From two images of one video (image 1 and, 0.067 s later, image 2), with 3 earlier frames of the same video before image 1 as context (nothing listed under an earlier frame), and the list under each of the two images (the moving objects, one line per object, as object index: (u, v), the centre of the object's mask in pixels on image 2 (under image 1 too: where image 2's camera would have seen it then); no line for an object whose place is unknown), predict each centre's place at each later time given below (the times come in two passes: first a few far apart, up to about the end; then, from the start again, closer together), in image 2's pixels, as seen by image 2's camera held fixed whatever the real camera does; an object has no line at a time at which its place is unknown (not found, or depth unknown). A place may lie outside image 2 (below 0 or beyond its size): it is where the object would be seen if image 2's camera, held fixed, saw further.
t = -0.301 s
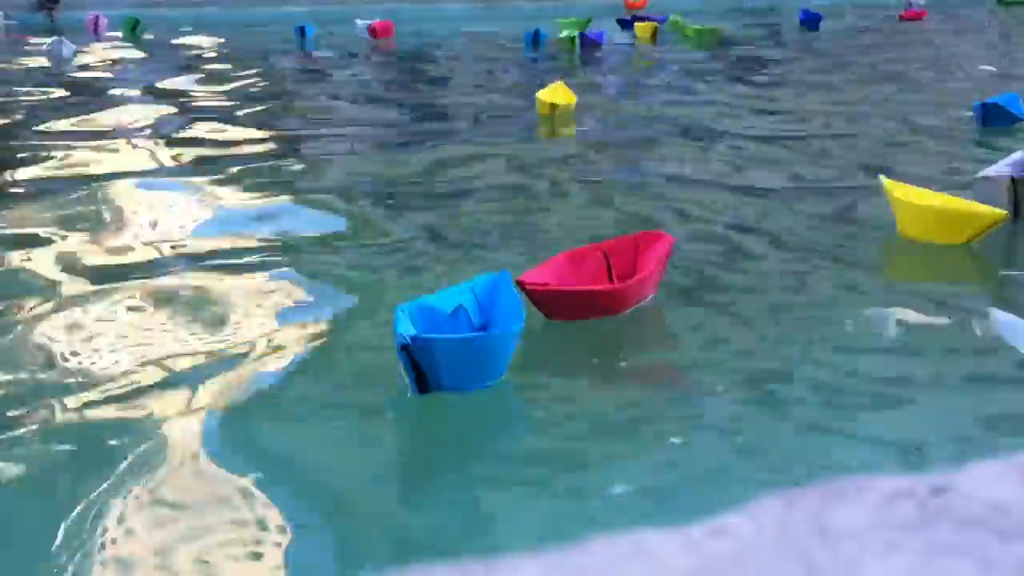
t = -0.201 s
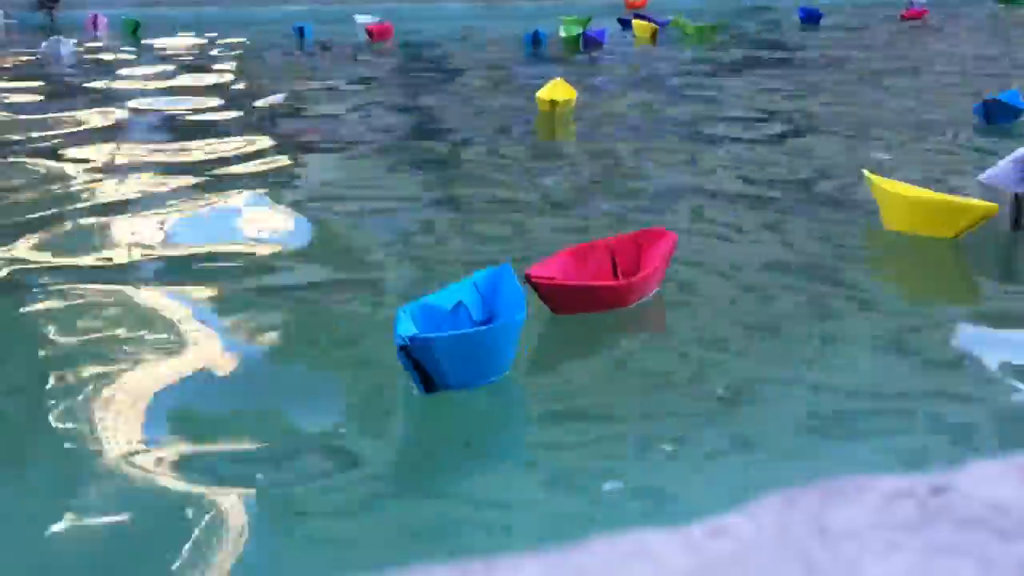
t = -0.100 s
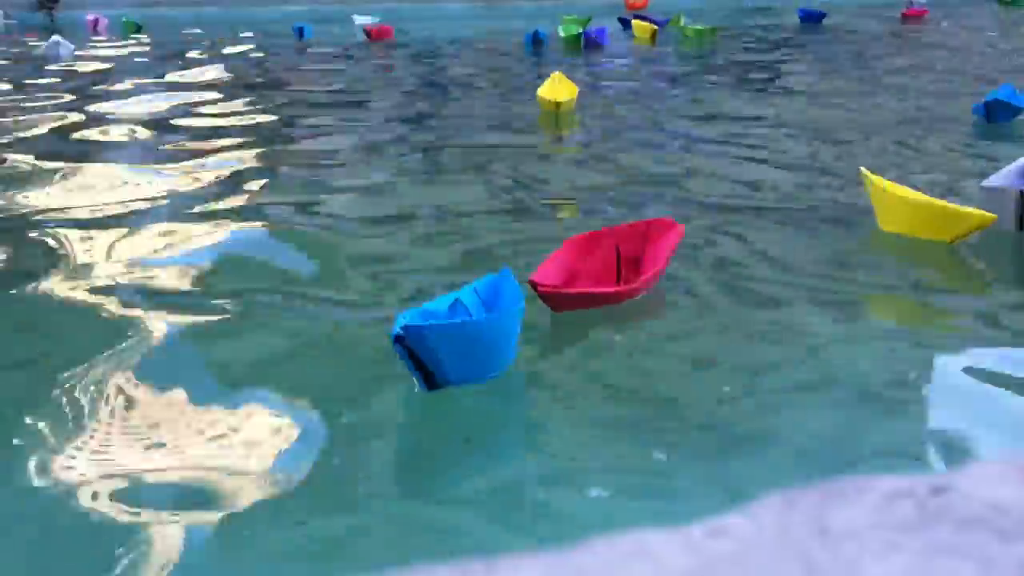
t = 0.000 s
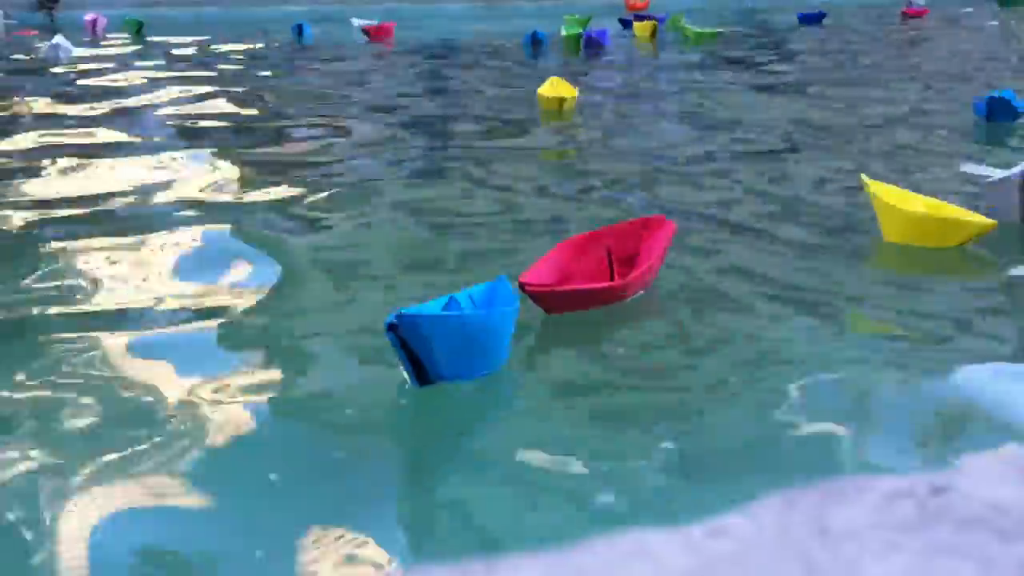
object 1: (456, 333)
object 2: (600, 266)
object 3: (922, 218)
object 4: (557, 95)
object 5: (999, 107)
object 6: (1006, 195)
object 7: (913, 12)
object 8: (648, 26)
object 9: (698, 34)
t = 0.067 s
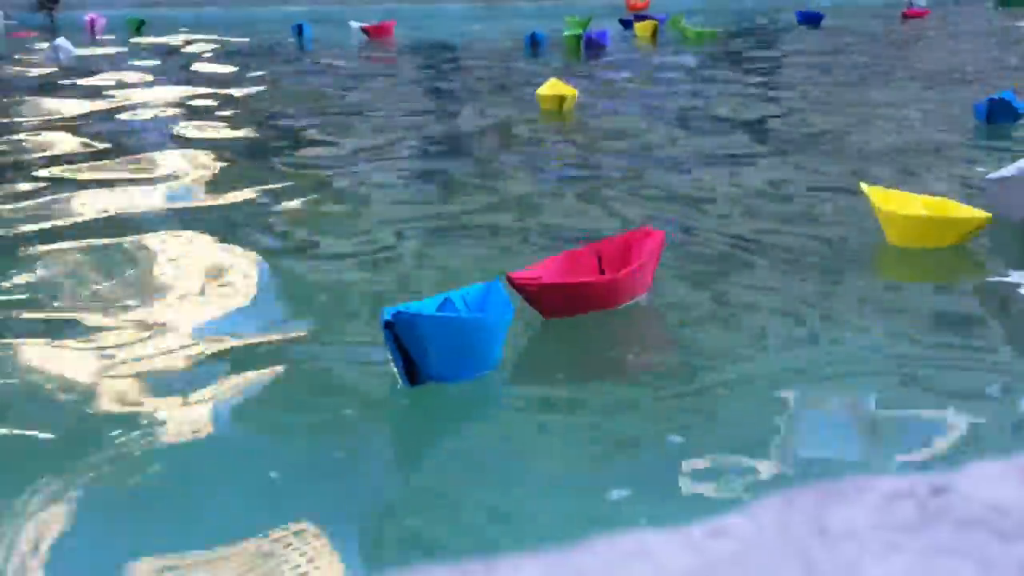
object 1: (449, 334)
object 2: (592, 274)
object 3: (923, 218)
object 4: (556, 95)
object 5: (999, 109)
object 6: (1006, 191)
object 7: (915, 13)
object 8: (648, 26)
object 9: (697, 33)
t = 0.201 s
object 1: (443, 334)
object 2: (586, 279)
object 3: (916, 211)
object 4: (554, 94)
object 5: (997, 105)
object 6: (1008, 186)
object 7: (915, 13)
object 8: (649, 27)
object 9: (698, 31)
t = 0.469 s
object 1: (452, 334)
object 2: (598, 267)
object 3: (932, 211)
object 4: (561, 97)
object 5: (998, 111)
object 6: (1013, 197)
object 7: (917, 15)
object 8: (651, 27)
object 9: (698, 34)
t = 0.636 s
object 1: (460, 339)
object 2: (606, 278)
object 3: (933, 210)
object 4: (557, 96)
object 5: (1000, 107)
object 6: (1011, 187)
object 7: (918, 13)
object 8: (651, 27)
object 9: (698, 34)
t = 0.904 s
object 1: (468, 332)
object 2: (602, 264)
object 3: (926, 209)
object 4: (557, 95)
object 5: (1000, 108)
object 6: (1003, 193)
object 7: (912, 15)
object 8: (653, 27)
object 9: (705, 34)
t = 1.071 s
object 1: (465, 329)
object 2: (598, 277)
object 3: (926, 209)
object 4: (556, 93)
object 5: (1000, 108)
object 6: (1006, 190)
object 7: (912, 15)
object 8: (651, 28)
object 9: (703, 36)
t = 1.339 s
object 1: (470, 336)
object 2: (615, 264)
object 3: (934, 211)
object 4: (557, 95)
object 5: (999, 104)
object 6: (1010, 189)
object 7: (912, 15)
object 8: (645, 28)
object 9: (706, 37)
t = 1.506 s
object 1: (475, 324)
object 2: (604, 273)
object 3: (934, 211)
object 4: (559, 95)
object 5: (997, 111)
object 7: (915, 15)
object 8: (642, 31)
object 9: (703, 38)
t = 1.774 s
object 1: (467, 329)
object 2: (612, 269)
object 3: (947, 217)
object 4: (558, 95)
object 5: (1000, 107)
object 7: (913, 16)
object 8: (639, 30)
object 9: (698, 35)
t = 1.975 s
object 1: (476, 325)
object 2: (612, 279)
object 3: (956, 208)
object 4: (558, 95)
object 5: (1000, 107)
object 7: (910, 18)
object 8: (636, 32)
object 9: (695, 37)
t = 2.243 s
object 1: (466, 315)
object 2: (590, 265)
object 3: (932, 213)
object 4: (559, 97)
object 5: (1002, 109)
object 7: (909, 14)
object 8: (635, 31)
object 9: (694, 31)
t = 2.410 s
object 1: (460, 321)
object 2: (590, 282)
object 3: (930, 209)
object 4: (558, 93)
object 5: (1000, 107)
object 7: (914, 15)
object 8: (636, 29)
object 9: (693, 35)
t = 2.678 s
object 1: (464, 320)
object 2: (590, 273)
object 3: (929, 210)
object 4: (553, 95)
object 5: (996, 111)
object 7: (910, 13)
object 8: (638, 28)
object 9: (692, 29)
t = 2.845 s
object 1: (457, 310)
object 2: (596, 265)
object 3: (928, 210)
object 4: (549, 97)
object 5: (995, 108)
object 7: (915, 13)
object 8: (635, 32)
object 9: (692, 31)
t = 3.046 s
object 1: (456, 321)
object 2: (585, 283)
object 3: (923, 201)
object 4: (549, 95)
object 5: (990, 106)
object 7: (911, 13)
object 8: (637, 29)
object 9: (693, 32)
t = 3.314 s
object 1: (458, 322)
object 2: (592, 267)
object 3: (919, 215)
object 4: (554, 93)
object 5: (986, 111)
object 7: (912, 15)
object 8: (641, 27)
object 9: (691, 30)
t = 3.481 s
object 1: (467, 317)
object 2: (596, 273)
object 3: (920, 199)
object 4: (557, 96)
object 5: (986, 108)
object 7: (908, 16)
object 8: (644, 28)
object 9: (690, 30)
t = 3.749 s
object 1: (457, 330)
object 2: (586, 278)
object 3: (906, 209)
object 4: (563, 95)
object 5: (987, 110)
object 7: (908, 14)
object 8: (645, 27)
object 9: (689, 34)
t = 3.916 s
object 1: (464, 320)
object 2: (592, 274)
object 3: (910, 208)
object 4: (556, 93)
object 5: (986, 111)
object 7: (909, 15)
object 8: (643, 29)
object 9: (686, 32)
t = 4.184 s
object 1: (468, 339)
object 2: (598, 279)
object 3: (908, 215)
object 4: (550, 97)
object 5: (990, 110)
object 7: (909, 17)
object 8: (644, 28)
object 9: (687, 34)
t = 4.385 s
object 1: (461, 327)
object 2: (583, 282)
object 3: (922, 205)
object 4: (550, 94)
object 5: (993, 108)
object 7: (905, 14)
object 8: (644, 29)
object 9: (687, 33)
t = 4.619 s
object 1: (459, 336)
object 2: (590, 273)
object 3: (912, 220)
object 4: (551, 92)
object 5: (992, 111)
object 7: (905, 16)
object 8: (645, 29)
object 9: (687, 29)
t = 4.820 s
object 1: (457, 334)
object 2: (579, 288)
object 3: (917, 220)
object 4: (557, 95)
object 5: (995, 111)
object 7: (904, 16)
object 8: (645, 29)
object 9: (685, 30)
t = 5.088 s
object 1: (454, 339)
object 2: (577, 279)
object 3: (923, 219)
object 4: (561, 101)
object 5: (1000, 108)
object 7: (906, 15)
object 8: (646, 28)
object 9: (684, 29)
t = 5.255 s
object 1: (464, 335)
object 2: (586, 280)
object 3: (911, 229)
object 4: (562, 95)
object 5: (1000, 109)
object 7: (906, 14)
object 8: (647, 28)
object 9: (683, 29)
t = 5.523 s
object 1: (448, 342)
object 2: (587, 286)
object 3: (919, 226)
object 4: (555, 93)
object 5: (1000, 108)
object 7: (909, 12)
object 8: (647, 27)
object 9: (682, 31)
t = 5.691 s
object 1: (450, 339)
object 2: (580, 277)
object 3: (915, 229)
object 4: (556, 95)
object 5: (999, 110)
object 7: (906, 15)
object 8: (646, 30)
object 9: (686, 37)
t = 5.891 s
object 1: (440, 345)
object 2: (582, 290)
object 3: (888, 234)
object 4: (558, 96)
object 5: (999, 111)
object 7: (910, 13)
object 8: (644, 32)
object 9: (689, 33)
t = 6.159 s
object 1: (432, 333)
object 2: (578, 282)
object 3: (876, 228)
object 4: (552, 95)
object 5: (996, 108)
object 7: (911, 14)
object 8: (643, 32)
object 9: (691, 36)
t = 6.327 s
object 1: (429, 344)
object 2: (569, 280)
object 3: (866, 231)
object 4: (550, 99)
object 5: (994, 110)
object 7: (910, 13)
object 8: (640, 31)
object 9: (692, 36)
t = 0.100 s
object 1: (446, 333)
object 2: (589, 278)
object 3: (922, 217)
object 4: (556, 96)
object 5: (999, 109)
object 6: (1007, 190)
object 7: (915, 13)
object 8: (649, 27)
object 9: (693, 32)
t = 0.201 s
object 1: (443, 334)
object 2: (586, 279)
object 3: (916, 211)
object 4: (554, 94)
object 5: (997, 105)
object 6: (1008, 186)
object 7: (915, 13)
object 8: (649, 27)
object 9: (698, 31)
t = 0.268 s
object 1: (446, 335)
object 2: (587, 273)
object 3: (916, 209)
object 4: (555, 94)
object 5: (998, 105)
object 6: (1009, 182)
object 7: (915, 14)
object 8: (650, 27)
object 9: (698, 31)
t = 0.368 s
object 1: (449, 337)
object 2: (589, 265)
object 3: (922, 209)
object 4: (560, 96)
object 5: (997, 108)
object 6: (1012, 189)
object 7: (916, 15)
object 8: (651, 28)
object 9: (697, 32)
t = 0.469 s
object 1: (452, 334)
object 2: (598, 267)
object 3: (932, 211)
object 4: (561, 97)
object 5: (998, 111)
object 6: (1013, 197)
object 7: (917, 15)
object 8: (651, 27)
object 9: (698, 34)
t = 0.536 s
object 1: (455, 336)
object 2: (601, 274)
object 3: (934, 211)
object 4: (560, 96)
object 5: (999, 110)
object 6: (1013, 196)
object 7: (918, 15)
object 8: (651, 27)
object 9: (695, 33)
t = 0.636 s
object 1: (460, 339)
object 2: (606, 278)
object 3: (933, 210)
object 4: (557, 96)
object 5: (1000, 107)
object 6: (1011, 187)
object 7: (918, 13)
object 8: (651, 27)
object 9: (698, 34)
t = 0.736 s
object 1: (465, 336)
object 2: (606, 270)
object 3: (929, 208)
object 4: (556, 96)
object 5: (1000, 105)
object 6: (1008, 180)
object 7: (915, 13)
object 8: (653, 29)
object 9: (697, 34)
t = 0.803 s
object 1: (468, 334)
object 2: (605, 264)
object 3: (927, 208)
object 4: (556, 96)
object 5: (999, 105)
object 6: (1006, 185)
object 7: (913, 13)
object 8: (653, 29)
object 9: (703, 35)
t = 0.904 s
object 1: (468, 332)
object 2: (602, 264)
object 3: (926, 209)
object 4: (557, 95)
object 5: (1000, 108)
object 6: (1003, 193)
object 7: (912, 15)
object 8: (653, 27)
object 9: (705, 34)
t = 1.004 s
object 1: (465, 330)
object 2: (597, 274)
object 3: (926, 208)
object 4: (557, 93)
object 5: (1000, 110)
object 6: (1004, 195)
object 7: (912, 15)
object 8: (652, 27)
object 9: (704, 34)
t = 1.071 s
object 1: (465, 329)
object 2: (598, 277)
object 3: (926, 209)
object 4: (556, 93)
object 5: (1000, 108)
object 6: (1006, 190)
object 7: (912, 15)
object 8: (651, 28)
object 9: (703, 36)
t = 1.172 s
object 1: (465, 332)
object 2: (605, 274)
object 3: (931, 214)
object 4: (555, 96)
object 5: (1001, 105)
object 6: (1008, 187)
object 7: (915, 12)
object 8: (649, 29)
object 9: (706, 38)
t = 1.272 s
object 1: (467, 335)
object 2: (612, 267)
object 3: (935, 213)
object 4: (556, 96)
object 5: (1000, 104)
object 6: (1011, 188)
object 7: (910, 15)
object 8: (646, 28)
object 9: (706, 37)
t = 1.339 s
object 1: (470, 336)
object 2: (615, 264)
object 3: (934, 211)
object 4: (557, 95)
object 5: (999, 104)
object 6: (1010, 189)
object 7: (912, 15)
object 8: (645, 28)
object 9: (706, 37)
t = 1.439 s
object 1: (476, 330)
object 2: (611, 266)
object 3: (932, 209)
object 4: (559, 94)
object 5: (997, 108)
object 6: (1010, 185)
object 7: (915, 15)
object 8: (645, 27)
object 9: (706, 39)
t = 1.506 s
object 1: (475, 324)
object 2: (604, 273)
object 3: (934, 211)
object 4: (559, 95)
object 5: (997, 111)
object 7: (915, 15)
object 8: (642, 31)
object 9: (703, 38)
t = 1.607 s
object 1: (469, 320)
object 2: (602, 277)
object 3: (937, 214)
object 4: (560, 98)
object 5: (998, 111)
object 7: (916, 15)
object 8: (642, 30)
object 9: (703, 32)
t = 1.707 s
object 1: (466, 325)
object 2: (608, 271)
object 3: (942, 217)
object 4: (559, 95)
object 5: (999, 107)
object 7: (914, 15)
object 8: (640, 30)
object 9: (699, 34)
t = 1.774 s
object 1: (467, 329)
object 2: (612, 269)
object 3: (947, 217)
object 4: (558, 95)
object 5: (1000, 107)
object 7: (913, 16)
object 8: (639, 30)
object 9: (698, 35)
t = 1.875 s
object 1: (472, 330)
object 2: (613, 273)
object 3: (954, 215)
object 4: (558, 95)
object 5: (999, 107)
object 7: (911, 16)
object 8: (637, 30)
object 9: (695, 36)
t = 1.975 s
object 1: (476, 325)
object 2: (612, 279)
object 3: (956, 208)
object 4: (558, 95)
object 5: (1000, 107)
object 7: (910, 18)
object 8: (636, 32)
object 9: (695, 37)
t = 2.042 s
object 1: (475, 323)
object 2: (607, 276)
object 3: (951, 207)
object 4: (558, 96)
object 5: (1001, 110)
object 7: (910, 18)
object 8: (636, 32)
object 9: (696, 35)
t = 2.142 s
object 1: (472, 318)
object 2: (598, 266)
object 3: (940, 210)
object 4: (559, 96)
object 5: (1002, 112)
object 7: (910, 15)
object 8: (636, 32)
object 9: (695, 33)
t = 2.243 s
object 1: (466, 315)
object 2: (590, 265)
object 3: (932, 213)
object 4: (559, 97)
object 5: (1002, 109)
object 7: (909, 14)
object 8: (635, 31)
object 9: (694, 31)
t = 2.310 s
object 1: (462, 314)
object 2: (588, 271)
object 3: (930, 213)
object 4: (558, 96)
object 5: (1000, 107)
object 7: (908, 15)
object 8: (634, 31)
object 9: (693, 31)
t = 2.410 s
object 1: (460, 321)
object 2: (590, 282)
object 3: (930, 209)
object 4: (558, 93)
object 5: (1000, 107)
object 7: (914, 15)
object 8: (636, 29)
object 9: (693, 35)
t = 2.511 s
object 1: (461, 328)
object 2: (589, 281)
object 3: (931, 203)
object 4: (556, 91)
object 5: (999, 109)
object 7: (911, 16)
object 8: (636, 28)
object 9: (690, 31)
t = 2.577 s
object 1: (462, 328)
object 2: (588, 278)
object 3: (930, 204)
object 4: (555, 93)
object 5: (997, 110)
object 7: (911, 15)
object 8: (636, 29)
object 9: (690, 31)
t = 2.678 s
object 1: (464, 320)
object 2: (590, 273)
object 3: (929, 210)
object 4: (553, 95)
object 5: (996, 111)
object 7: (910, 13)
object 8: (638, 28)
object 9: (692, 29)
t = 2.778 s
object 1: (460, 312)
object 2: (596, 269)
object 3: (928, 213)
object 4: (550, 98)
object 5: (997, 111)
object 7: (914, 13)
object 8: (636, 32)
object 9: (691, 31)
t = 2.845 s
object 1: (457, 310)
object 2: (596, 265)
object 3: (928, 210)
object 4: (549, 97)
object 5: (995, 108)
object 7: (915, 13)
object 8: (635, 32)
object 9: (692, 31)
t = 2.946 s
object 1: (458, 315)
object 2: (590, 269)
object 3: (925, 202)
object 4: (548, 96)
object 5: (988, 103)
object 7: (914, 13)
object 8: (637, 31)
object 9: (694, 31)
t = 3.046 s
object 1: (456, 321)
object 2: (585, 283)
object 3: (923, 201)
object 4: (549, 95)
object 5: (990, 106)
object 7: (911, 13)
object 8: (637, 29)
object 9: (693, 32)
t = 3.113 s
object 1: (455, 322)
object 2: (586, 287)
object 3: (923, 204)
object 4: (551, 94)
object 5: (991, 109)
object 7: (911, 13)
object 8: (638, 27)
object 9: (692, 32)
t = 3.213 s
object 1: (454, 322)
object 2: (591, 280)
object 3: (921, 211)
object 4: (554, 94)
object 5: (987, 112)
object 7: (910, 14)
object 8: (639, 28)
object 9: (691, 30)
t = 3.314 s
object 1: (458, 322)
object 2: (592, 267)
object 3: (919, 215)
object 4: (554, 93)
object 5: (986, 111)
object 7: (912, 15)
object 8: (641, 27)
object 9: (691, 30)
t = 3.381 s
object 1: (463, 320)
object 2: (594, 264)
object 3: (919, 208)
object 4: (555, 93)
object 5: (987, 110)
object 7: (912, 15)
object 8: (642, 29)
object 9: (690, 29)
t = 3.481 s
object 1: (467, 317)
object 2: (596, 273)
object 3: (920, 199)
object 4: (557, 96)
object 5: (986, 108)
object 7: (908, 16)
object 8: (644, 28)
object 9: (690, 30)
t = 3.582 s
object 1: (464, 321)
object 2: (597, 286)
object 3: (916, 198)
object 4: (560, 97)
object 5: (985, 107)
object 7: (906, 15)
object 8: (643, 28)
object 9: (690, 32)
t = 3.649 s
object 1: (460, 326)
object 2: (594, 286)
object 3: (911, 202)
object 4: (562, 96)
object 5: (986, 108)
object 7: (907, 14)
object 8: (643, 27)
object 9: (689, 32)
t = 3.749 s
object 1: (457, 330)
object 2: (586, 278)
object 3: (906, 209)
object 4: (563, 95)
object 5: (987, 110)
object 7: (908, 14)
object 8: (645, 27)
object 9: (689, 34)
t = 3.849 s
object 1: (462, 323)
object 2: (587, 272)
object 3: (908, 210)
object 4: (560, 94)
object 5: (986, 111)
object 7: (908, 15)
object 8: (644, 28)
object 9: (689, 35)
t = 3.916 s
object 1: (464, 320)
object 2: (592, 274)
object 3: (910, 208)
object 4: (556, 93)
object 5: (986, 111)
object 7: (909, 15)
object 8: (643, 29)
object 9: (686, 32)
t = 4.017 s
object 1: (466, 327)
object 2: (603, 276)
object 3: (910, 208)
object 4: (552, 92)
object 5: (988, 110)
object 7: (909, 16)
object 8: (644, 30)
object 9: (687, 33)
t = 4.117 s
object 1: (469, 338)
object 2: (604, 275)
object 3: (908, 213)
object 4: (551, 96)
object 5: (989, 110)
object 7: (908, 18)
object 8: (645, 29)
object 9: (687, 34)
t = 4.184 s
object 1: (468, 339)
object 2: (598, 279)
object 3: (908, 215)
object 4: (550, 97)
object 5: (990, 110)
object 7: (909, 17)
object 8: (644, 28)
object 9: (687, 34)
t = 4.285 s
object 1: (466, 329)
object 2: (587, 286)
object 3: (914, 209)
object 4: (549, 95)
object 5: (990, 109)
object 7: (908, 14)
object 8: (643, 29)
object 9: (687, 34)
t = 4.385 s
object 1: (461, 327)
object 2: (583, 282)
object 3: (922, 205)
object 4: (550, 94)
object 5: (993, 108)
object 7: (905, 14)
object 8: (644, 29)
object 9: (687, 33)
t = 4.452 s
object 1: (459, 331)
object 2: (586, 276)
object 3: (922, 205)
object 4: (549, 94)
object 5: (993, 107)
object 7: (905, 14)
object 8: (647, 30)
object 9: (687, 33)
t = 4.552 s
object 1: (458, 338)
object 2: (589, 272)
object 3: (915, 214)
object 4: (549, 93)
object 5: (991, 108)
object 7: (905, 16)
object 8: (645, 29)
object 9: (689, 30)
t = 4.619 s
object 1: (459, 336)
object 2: (590, 273)
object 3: (912, 220)
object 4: (551, 92)
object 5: (992, 111)
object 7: (905, 16)
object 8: (645, 29)
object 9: (687, 29)
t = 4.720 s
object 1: (462, 332)
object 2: (584, 281)
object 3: (911, 223)
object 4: (554, 95)
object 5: (995, 112)
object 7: (907, 16)
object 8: (645, 28)
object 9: (685, 32)
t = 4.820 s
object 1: (457, 334)
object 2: (579, 288)
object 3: (917, 220)
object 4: (557, 95)
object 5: (995, 111)
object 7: (904, 16)
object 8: (645, 29)
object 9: (685, 30)
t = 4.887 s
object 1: (453, 338)
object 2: (576, 287)
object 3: (925, 221)
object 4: (558, 93)
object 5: (997, 111)
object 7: (904, 13)
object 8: (645, 30)
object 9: (685, 31)
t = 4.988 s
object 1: (450, 341)
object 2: (574, 281)
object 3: (929, 218)
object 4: (558, 94)
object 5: (999, 110)
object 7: (906, 15)
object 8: (646, 28)
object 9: (684, 33)
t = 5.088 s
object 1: (454, 339)
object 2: (577, 279)
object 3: (923, 219)
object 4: (561, 101)
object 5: (1000, 108)
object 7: (906, 15)
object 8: (646, 28)
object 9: (684, 29)
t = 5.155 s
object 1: (459, 337)
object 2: (580, 280)
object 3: (917, 222)
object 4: (561, 103)
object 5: (999, 108)
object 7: (905, 16)
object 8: (647, 29)
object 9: (688, 30)
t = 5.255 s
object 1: (464, 335)
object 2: (586, 280)
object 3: (911, 229)
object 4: (562, 95)
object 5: (1000, 109)
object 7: (906, 14)
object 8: (647, 28)
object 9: (683, 29)
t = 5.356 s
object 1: (461, 337)
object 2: (587, 281)
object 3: (910, 233)
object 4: (560, 94)
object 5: (1001, 111)
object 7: (907, 12)
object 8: (648, 30)
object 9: (682, 29)
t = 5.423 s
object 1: (455, 341)
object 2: (588, 284)
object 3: (913, 231)
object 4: (559, 93)
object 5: (1000, 110)
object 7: (909, 11)
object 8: (647, 29)
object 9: (682, 29)
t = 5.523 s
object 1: (448, 342)
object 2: (587, 286)
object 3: (919, 226)
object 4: (555, 93)
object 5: (1000, 108)
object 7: (909, 12)
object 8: (647, 27)
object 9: (682, 31)
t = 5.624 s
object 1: (450, 341)
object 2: (583, 279)
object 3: (921, 226)
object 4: (556, 94)
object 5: (999, 109)
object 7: (904, 16)
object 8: (646, 28)
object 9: (684, 35)
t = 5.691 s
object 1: (450, 339)
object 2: (580, 277)
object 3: (915, 229)
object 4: (556, 95)
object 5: (999, 110)
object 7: (906, 15)
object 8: (646, 30)
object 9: (686, 37)
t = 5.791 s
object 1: (447, 342)
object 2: (576, 284)
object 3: (900, 235)
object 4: (557, 96)
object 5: (999, 111)
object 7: (911, 13)
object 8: (645, 31)
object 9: (688, 33)
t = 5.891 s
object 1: (440, 345)
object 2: (582, 290)
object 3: (888, 234)
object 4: (558, 96)
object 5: (999, 111)
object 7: (910, 13)
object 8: (644, 32)
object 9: (689, 33)
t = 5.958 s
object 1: (435, 345)
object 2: (587, 288)
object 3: (886, 232)
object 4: (556, 97)
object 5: (999, 110)
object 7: (910, 14)
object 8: (644, 31)
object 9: (691, 35)
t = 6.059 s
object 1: (432, 338)
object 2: (585, 284)
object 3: (884, 228)
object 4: (555, 94)
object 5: (998, 106)
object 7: (912, 14)
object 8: (644, 31)
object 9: (690, 32)
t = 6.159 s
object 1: (432, 333)
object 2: (578, 282)
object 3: (876, 228)
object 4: (552, 95)
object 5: (996, 108)
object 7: (911, 14)
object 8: (643, 32)
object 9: (691, 36)
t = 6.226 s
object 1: (432, 335)
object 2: (574, 281)
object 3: (870, 229)
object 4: (551, 96)
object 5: (995, 109)
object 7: (911, 13)
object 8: (642, 30)
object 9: (690, 37)
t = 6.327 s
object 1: (429, 344)
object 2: (569, 280)
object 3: (866, 231)
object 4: (550, 99)
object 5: (994, 110)
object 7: (910, 13)
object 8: (640, 31)
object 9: (692, 36)
